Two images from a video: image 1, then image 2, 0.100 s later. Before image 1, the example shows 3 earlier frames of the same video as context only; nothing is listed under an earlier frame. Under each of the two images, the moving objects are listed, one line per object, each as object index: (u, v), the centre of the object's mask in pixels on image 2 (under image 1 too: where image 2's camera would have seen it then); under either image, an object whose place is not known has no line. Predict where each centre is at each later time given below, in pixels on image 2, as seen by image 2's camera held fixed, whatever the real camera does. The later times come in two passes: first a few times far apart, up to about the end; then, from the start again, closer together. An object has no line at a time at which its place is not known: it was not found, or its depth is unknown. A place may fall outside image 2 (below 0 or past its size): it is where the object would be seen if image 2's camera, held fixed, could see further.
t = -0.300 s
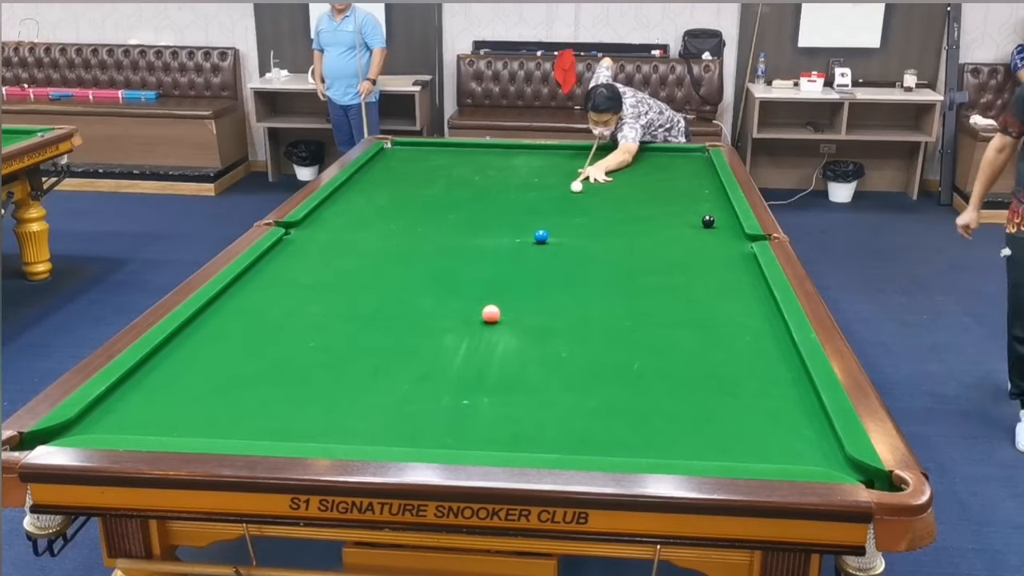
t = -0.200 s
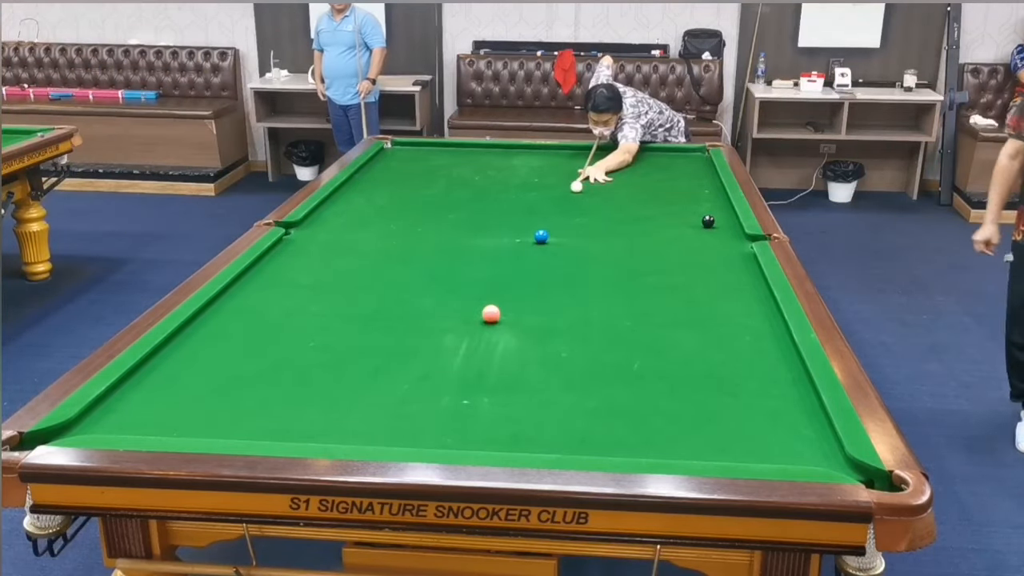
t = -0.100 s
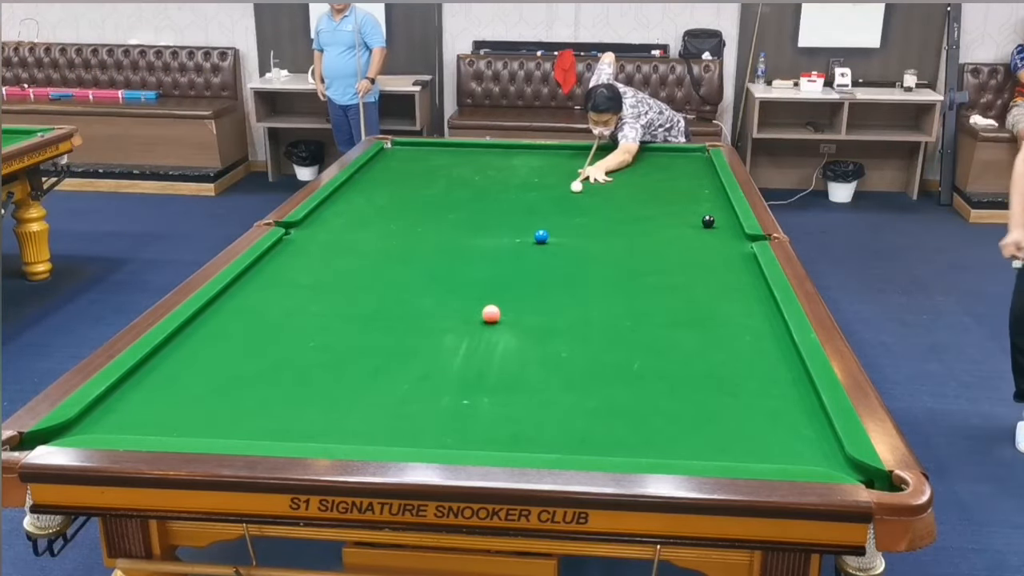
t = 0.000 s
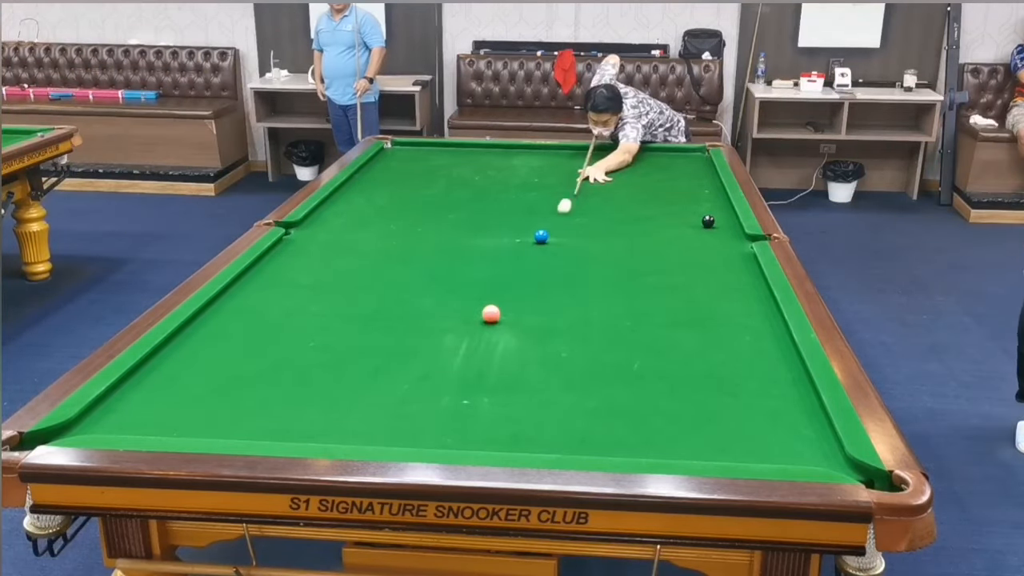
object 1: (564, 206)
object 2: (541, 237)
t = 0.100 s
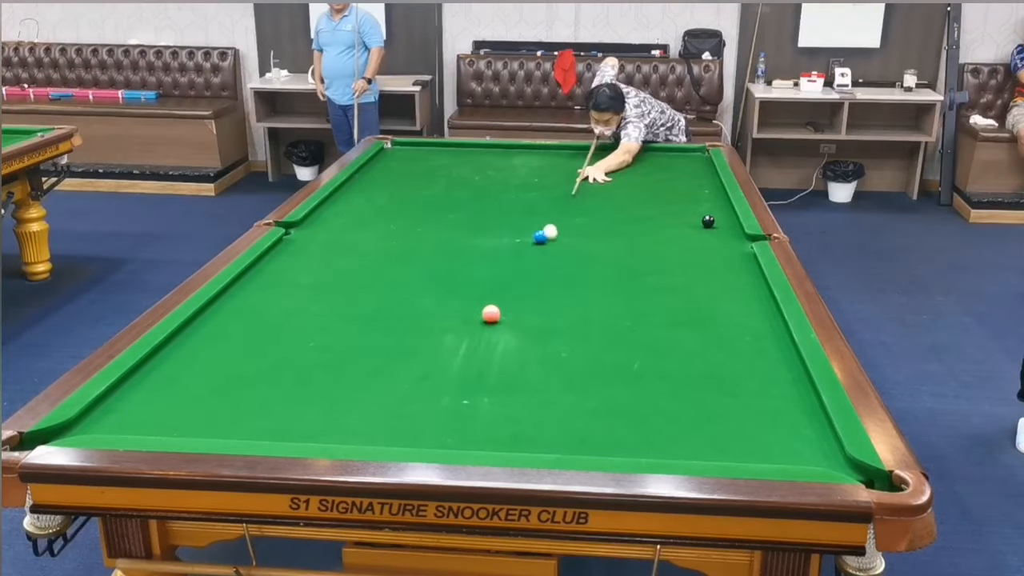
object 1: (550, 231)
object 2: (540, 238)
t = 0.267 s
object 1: (597, 246)
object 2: (457, 272)
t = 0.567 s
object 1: (675, 275)
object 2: (286, 342)
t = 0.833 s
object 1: (756, 305)
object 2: (86, 424)
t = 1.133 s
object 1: (732, 332)
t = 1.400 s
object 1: (688, 355)
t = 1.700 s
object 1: (633, 384)
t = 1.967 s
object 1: (579, 412)
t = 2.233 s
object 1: (520, 441)
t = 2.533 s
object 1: (465, 430)
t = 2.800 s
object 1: (428, 407)
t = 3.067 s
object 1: (393, 385)
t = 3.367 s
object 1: (362, 367)
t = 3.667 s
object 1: (334, 350)
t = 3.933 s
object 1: (312, 336)
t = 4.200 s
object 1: (292, 325)
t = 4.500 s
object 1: (273, 313)
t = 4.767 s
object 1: (258, 304)
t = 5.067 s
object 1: (243, 294)
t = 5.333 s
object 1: (233, 287)
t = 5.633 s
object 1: (250, 283)
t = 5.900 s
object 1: (263, 280)
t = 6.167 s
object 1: (274, 277)
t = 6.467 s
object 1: (284, 274)
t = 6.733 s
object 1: (292, 272)
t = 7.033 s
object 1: (298, 271)
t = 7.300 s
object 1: (301, 270)
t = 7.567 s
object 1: (303, 269)
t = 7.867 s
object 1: (303, 269)
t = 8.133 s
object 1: (303, 269)
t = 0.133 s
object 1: (559, 235)
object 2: (525, 243)
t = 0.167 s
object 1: (569, 238)
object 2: (509, 250)
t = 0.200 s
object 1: (579, 241)
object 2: (492, 257)
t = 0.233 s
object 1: (588, 244)
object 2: (474, 264)
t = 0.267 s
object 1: (597, 246)
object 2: (457, 272)
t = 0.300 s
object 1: (605, 250)
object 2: (439, 279)
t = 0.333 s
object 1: (613, 253)
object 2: (420, 287)
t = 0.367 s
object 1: (621, 256)
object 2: (402, 295)
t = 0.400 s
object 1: (630, 259)
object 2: (383, 302)
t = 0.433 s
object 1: (639, 262)
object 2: (364, 310)
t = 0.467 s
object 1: (647, 265)
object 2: (345, 318)
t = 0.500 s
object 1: (657, 268)
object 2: (325, 326)
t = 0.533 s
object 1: (666, 272)
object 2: (306, 334)
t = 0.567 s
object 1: (675, 275)
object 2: (286, 342)
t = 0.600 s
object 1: (684, 279)
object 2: (264, 351)
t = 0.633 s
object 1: (694, 282)
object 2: (243, 361)
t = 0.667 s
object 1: (704, 286)
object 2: (220, 370)
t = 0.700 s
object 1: (714, 290)
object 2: (196, 380)
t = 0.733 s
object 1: (724, 294)
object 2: (171, 390)
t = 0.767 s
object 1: (735, 297)
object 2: (144, 402)
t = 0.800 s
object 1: (745, 301)
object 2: (116, 413)
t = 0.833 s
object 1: (756, 305)
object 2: (86, 424)
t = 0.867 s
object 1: (767, 309)
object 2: (55, 434)
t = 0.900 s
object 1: (771, 313)
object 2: (26, 446)
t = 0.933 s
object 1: (764, 315)
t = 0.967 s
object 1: (758, 318)
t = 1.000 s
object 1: (753, 320)
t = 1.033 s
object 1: (748, 323)
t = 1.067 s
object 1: (743, 326)
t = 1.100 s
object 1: (737, 329)
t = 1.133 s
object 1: (732, 332)
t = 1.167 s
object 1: (727, 334)
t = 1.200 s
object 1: (722, 337)
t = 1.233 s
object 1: (716, 340)
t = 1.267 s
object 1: (711, 343)
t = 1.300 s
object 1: (705, 346)
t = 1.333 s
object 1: (699, 349)
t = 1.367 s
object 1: (694, 352)
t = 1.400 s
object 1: (688, 355)
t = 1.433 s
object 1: (682, 358)
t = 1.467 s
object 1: (676, 361)
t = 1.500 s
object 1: (670, 364)
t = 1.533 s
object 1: (664, 367)
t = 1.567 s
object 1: (658, 371)
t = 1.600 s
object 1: (652, 374)
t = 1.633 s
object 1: (646, 377)
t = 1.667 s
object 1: (639, 380)
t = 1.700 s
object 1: (633, 384)
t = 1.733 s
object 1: (626, 387)
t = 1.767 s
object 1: (620, 390)
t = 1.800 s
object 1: (613, 394)
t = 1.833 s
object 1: (606, 397)
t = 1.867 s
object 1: (600, 401)
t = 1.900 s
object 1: (593, 404)
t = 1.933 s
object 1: (586, 408)
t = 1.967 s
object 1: (579, 412)
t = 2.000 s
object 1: (572, 415)
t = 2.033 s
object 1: (565, 419)
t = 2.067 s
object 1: (557, 423)
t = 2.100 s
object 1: (550, 427)
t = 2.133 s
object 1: (542, 431)
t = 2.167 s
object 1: (535, 434)
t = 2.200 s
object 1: (527, 438)
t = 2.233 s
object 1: (520, 441)
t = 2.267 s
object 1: (512, 444)
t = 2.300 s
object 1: (504, 446)
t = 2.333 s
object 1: (497, 446)
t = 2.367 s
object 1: (492, 444)
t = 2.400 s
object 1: (486, 441)
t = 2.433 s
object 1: (481, 439)
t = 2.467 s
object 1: (475, 436)
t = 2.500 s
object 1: (470, 433)
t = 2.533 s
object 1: (465, 430)
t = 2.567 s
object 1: (460, 427)
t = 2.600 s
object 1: (455, 424)
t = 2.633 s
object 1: (450, 421)
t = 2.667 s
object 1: (446, 417)
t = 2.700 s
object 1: (441, 415)
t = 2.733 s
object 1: (436, 412)
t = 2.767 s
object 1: (432, 409)
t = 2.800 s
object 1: (428, 407)
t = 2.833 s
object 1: (423, 404)
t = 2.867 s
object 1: (419, 401)
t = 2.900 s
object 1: (415, 399)
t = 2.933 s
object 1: (411, 396)
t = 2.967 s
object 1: (406, 394)
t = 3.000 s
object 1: (403, 391)
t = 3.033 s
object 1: (398, 388)
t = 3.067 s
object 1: (393, 385)
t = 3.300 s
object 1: (371, 369)
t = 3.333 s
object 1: (366, 369)
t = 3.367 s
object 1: (362, 367)
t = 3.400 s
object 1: (359, 364)
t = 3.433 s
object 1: (356, 363)
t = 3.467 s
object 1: (353, 361)
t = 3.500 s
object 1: (349, 358)
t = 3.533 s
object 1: (346, 357)
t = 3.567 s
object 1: (343, 355)
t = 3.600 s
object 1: (340, 353)
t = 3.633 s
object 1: (337, 351)
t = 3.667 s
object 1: (334, 350)
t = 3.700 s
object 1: (331, 348)
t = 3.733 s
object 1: (329, 346)
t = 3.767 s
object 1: (326, 344)
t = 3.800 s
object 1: (323, 343)
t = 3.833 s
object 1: (320, 341)
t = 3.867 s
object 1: (317, 340)
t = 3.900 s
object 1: (315, 338)
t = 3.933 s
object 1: (312, 336)
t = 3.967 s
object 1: (310, 335)
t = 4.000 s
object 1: (307, 333)
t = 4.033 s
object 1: (304, 332)
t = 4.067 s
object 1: (302, 330)
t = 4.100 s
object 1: (299, 329)
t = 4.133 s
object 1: (297, 327)
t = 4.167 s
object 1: (295, 326)
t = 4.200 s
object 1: (292, 325)
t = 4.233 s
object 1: (290, 323)
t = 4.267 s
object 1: (288, 322)
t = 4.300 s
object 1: (286, 320)
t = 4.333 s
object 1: (283, 319)
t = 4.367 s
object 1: (281, 318)
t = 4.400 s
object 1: (279, 317)
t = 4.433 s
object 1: (277, 315)
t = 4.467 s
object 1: (275, 314)
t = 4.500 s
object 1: (273, 313)
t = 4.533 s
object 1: (271, 312)
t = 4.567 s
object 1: (269, 310)
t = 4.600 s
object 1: (267, 309)
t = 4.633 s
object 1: (265, 308)
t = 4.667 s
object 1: (264, 307)
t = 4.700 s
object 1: (262, 306)
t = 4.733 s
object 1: (260, 305)
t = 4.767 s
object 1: (258, 304)
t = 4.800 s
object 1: (256, 302)
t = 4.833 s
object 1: (255, 301)
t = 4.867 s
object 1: (253, 300)
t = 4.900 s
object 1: (251, 299)
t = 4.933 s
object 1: (249, 298)
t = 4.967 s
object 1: (248, 297)
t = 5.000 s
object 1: (246, 296)
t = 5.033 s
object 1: (245, 295)
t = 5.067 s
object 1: (243, 294)
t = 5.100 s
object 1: (241, 294)
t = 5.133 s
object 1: (240, 293)
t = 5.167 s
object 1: (239, 292)
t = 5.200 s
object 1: (237, 291)
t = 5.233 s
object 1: (235, 290)
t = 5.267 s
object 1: (234, 289)
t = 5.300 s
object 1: (233, 288)
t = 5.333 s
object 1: (233, 287)
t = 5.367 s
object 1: (235, 287)
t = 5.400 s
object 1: (237, 286)
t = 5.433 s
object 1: (239, 286)
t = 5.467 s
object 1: (240, 286)
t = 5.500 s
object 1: (242, 285)
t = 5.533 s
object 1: (244, 284)
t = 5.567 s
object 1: (246, 284)
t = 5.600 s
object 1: (248, 284)
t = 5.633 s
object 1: (250, 283)
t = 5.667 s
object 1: (252, 282)
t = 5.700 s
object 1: (253, 282)
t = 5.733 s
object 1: (255, 282)
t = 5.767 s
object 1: (257, 281)
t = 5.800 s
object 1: (259, 281)
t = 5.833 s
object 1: (260, 281)
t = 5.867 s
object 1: (262, 280)
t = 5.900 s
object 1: (263, 280)
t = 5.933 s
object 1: (265, 279)
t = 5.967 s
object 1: (266, 279)
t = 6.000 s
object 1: (267, 279)
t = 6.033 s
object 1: (269, 278)
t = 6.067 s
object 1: (270, 278)
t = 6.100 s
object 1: (272, 278)
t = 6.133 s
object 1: (273, 277)
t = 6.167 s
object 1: (274, 277)
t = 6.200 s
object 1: (275, 277)
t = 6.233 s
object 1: (277, 276)
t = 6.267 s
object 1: (278, 276)
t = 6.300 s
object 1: (279, 276)
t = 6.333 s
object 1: (280, 275)
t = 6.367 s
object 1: (281, 275)
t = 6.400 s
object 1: (282, 275)
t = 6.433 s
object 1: (284, 274)
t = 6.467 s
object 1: (284, 274)
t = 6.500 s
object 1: (285, 274)
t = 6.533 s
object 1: (286, 274)
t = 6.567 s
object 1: (288, 274)
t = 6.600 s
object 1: (288, 273)
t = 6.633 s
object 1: (289, 273)
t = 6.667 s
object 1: (290, 273)
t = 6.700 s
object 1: (291, 273)
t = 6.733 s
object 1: (292, 272)
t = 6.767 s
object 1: (292, 272)
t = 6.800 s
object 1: (293, 272)
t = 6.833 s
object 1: (294, 272)
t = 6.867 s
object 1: (294, 272)
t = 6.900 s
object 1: (295, 272)
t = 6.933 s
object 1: (296, 271)
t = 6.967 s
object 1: (296, 271)
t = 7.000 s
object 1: (297, 271)
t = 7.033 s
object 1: (298, 271)
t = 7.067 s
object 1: (298, 271)
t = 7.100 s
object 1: (299, 271)
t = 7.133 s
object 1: (299, 271)
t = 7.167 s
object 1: (299, 270)
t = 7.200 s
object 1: (300, 270)
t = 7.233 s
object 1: (300, 270)
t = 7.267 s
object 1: (300, 270)
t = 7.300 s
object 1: (301, 270)
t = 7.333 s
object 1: (301, 270)
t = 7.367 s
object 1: (301, 270)
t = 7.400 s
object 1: (301, 270)
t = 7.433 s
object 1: (302, 270)
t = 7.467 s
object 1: (302, 270)
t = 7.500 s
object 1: (302, 269)
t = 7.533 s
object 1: (302, 270)
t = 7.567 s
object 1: (303, 269)
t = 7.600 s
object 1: (303, 269)
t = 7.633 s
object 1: (303, 269)
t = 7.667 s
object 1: (303, 269)
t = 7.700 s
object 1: (303, 269)
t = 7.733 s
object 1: (303, 269)
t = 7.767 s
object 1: (303, 269)
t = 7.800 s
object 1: (303, 269)
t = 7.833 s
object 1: (303, 269)
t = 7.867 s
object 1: (303, 269)
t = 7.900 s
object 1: (303, 269)
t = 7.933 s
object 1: (303, 269)
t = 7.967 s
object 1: (303, 269)
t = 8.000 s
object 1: (303, 269)
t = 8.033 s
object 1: (303, 269)
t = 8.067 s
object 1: (303, 269)
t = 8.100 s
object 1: (303, 269)
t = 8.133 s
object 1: (303, 269)
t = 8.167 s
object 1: (303, 269)
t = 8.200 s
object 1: (303, 269)
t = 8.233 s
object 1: (303, 270)
